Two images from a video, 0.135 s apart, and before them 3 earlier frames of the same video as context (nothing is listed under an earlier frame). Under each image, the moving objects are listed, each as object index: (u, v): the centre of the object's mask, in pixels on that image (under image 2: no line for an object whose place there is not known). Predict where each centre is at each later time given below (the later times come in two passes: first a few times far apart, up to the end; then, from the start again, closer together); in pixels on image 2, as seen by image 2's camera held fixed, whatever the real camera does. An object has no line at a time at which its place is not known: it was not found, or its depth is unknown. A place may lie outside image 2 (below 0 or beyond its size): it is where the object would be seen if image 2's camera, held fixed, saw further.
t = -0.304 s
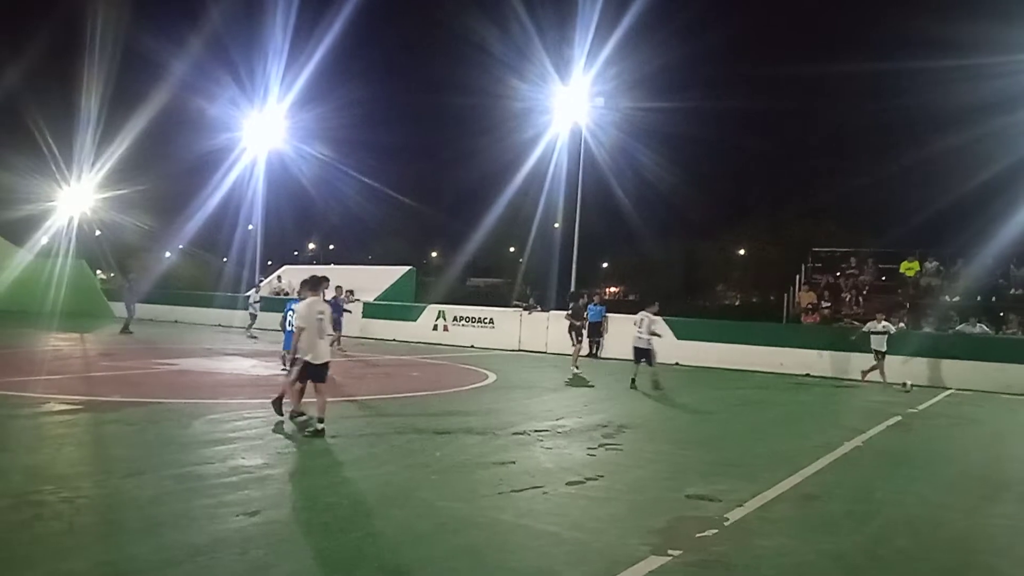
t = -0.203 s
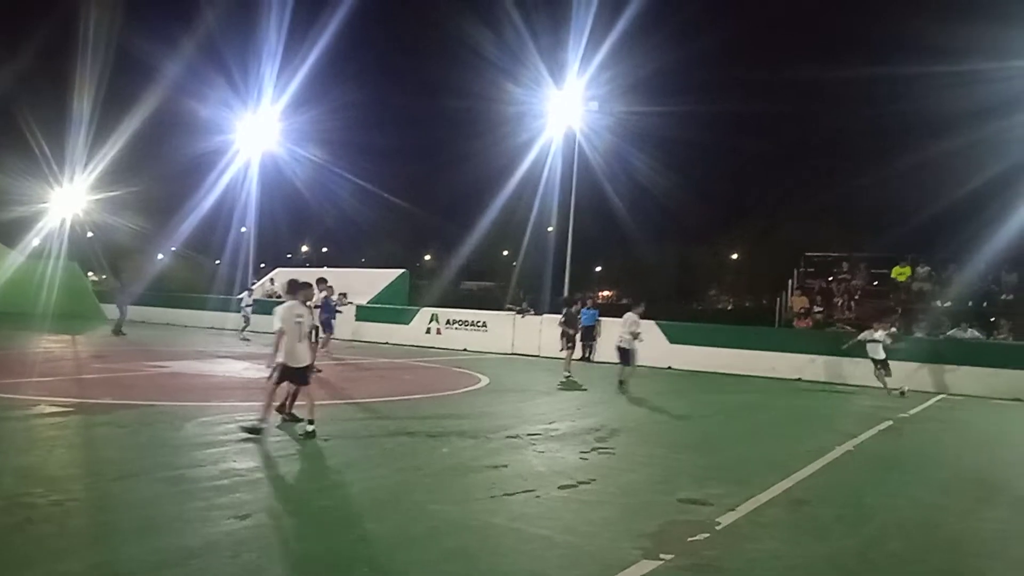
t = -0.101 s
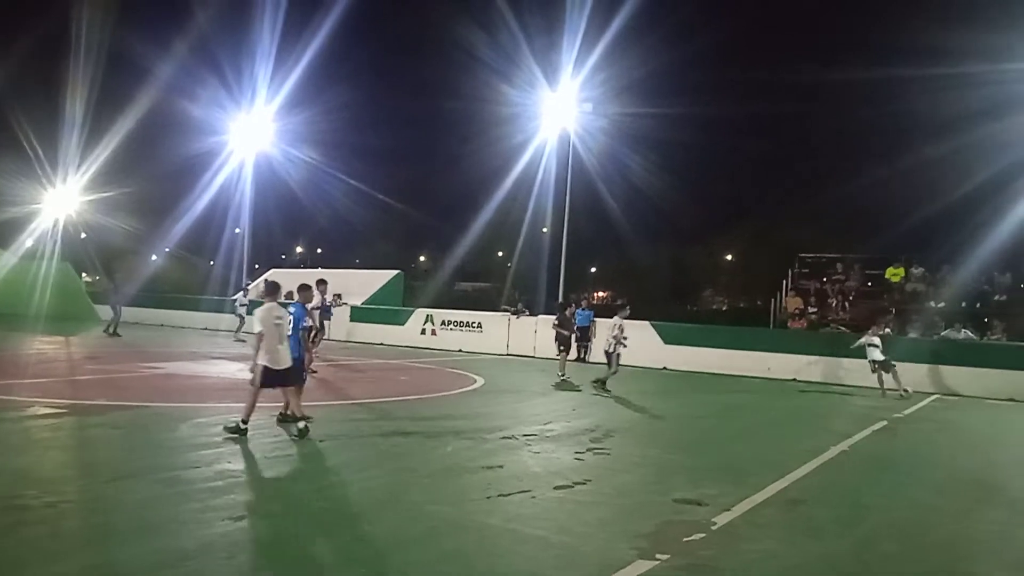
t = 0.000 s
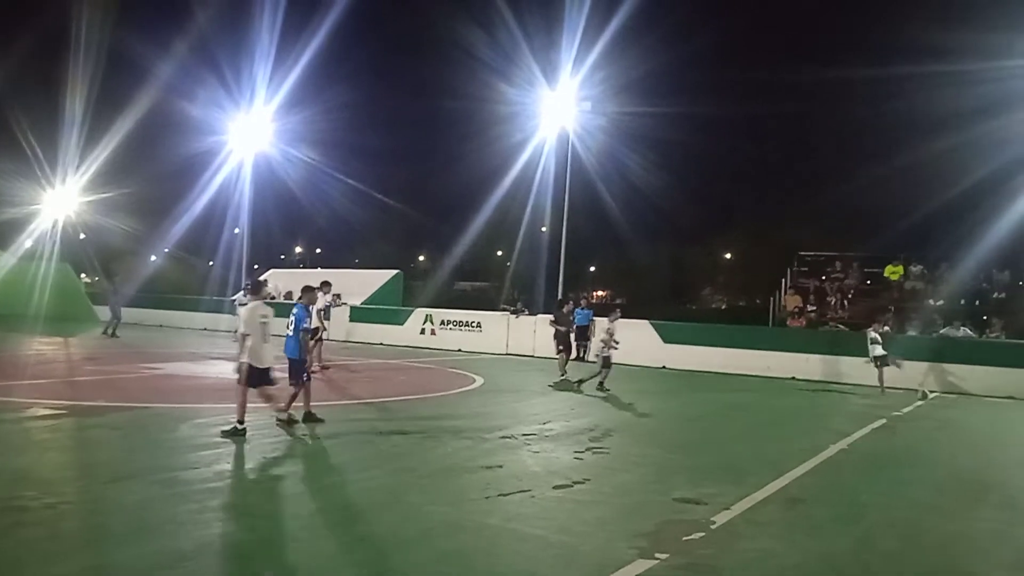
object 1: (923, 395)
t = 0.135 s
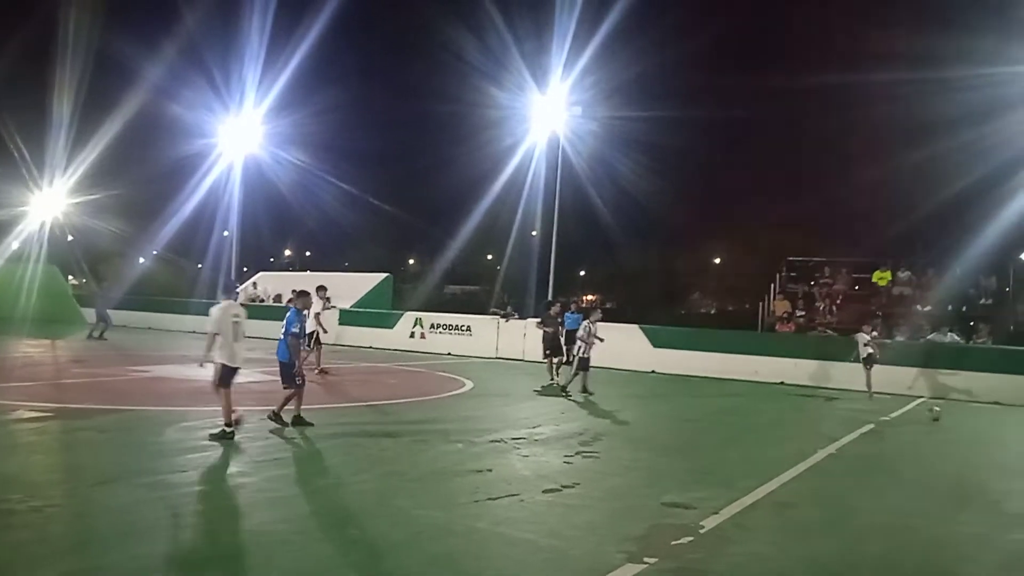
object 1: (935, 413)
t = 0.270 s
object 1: (961, 424)
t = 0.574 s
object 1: (1023, 467)
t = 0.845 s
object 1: (1103, 520)
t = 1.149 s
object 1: (1260, 603)
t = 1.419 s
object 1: (1224, 616)
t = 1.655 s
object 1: (1183, 599)
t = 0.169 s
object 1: (940, 415)
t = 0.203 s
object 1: (947, 417)
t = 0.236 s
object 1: (954, 420)
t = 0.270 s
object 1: (961, 424)
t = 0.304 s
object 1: (966, 430)
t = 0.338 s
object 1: (973, 434)
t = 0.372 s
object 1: (979, 433)
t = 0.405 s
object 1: (985, 436)
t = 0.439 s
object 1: (992, 440)
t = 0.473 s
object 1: (1000, 443)
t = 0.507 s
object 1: (1008, 449)
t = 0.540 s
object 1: (1015, 460)
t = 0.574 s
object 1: (1023, 467)
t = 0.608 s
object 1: (1032, 469)
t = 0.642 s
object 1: (1040, 473)
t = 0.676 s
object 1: (1050, 478)
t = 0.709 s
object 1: (1059, 487)
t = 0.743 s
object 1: (1069, 499)
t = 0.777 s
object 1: (1079, 504)
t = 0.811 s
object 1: (1090, 512)
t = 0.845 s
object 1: (1103, 520)
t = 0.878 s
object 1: (1115, 528)
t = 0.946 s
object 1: (1145, 544)
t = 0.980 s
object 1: (1161, 556)
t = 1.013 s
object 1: (1182, 573)
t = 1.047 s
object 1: (1199, 582)
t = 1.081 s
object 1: (1221, 588)
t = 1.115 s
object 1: (1241, 595)
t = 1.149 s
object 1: (1260, 603)
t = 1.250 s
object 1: (1270, 613)
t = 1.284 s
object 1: (1261, 616)
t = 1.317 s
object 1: (1249, 617)
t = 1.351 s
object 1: (1242, 618)
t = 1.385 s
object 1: (1230, 620)
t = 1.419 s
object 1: (1224, 616)
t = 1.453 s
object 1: (1217, 609)
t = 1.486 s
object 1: (1210, 605)
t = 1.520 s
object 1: (1204, 603)
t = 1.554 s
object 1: (1198, 603)
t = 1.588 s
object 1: (1192, 605)
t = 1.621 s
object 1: (1187, 602)
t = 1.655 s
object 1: (1183, 599)
